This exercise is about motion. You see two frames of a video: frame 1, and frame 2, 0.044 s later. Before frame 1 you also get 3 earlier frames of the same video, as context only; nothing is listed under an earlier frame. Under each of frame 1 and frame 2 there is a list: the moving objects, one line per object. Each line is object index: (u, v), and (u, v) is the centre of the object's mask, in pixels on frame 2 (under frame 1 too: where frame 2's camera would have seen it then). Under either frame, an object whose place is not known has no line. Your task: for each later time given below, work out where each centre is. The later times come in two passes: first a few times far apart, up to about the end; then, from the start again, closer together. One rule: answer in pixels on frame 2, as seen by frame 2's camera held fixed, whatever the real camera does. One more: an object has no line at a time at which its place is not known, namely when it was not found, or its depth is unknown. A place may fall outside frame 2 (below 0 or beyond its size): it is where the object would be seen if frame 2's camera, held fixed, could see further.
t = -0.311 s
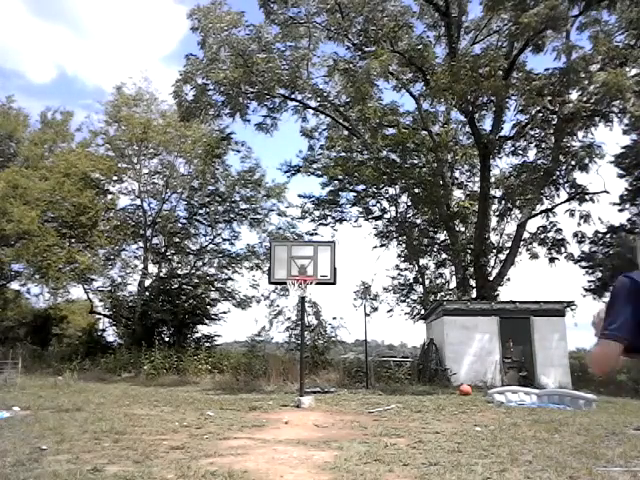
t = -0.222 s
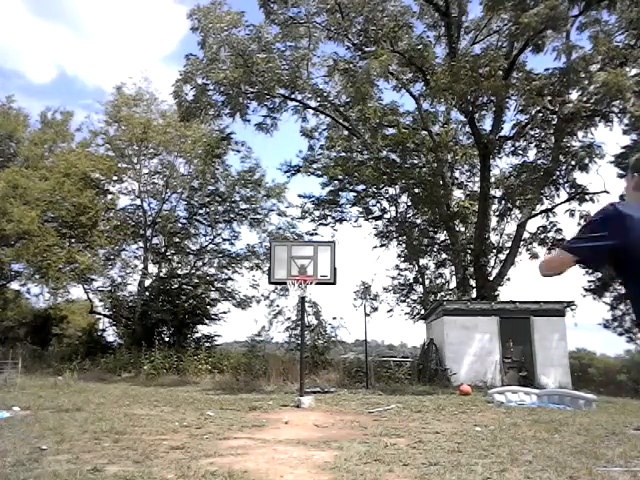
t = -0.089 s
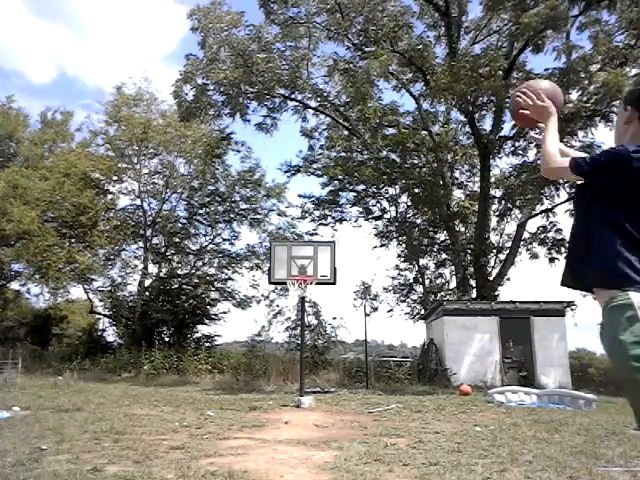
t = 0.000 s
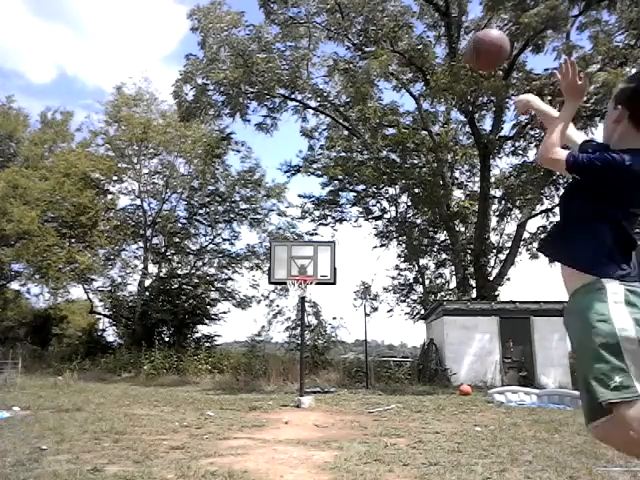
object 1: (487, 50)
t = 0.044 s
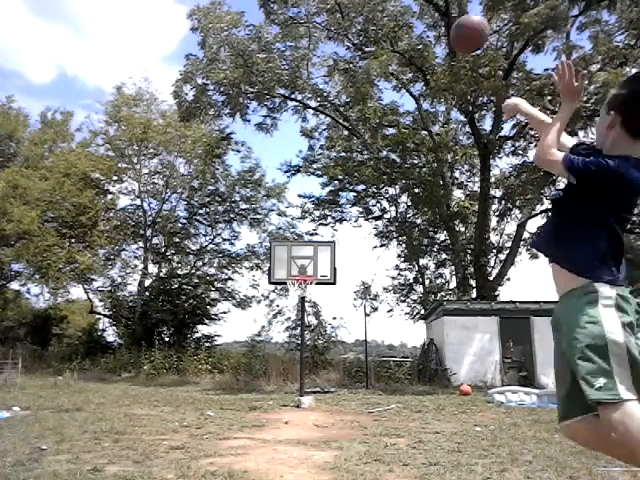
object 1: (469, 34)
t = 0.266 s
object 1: (410, 12)
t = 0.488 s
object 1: (379, 37)
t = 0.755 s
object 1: (354, 100)
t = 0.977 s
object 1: (337, 172)
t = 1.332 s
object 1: (322, 305)
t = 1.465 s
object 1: (323, 355)
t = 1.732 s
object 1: (335, 352)
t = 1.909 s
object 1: (349, 305)
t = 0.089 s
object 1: (454, 23)
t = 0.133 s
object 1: (442, 16)
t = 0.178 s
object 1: (429, 13)
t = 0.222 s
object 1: (420, 12)
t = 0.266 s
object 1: (410, 12)
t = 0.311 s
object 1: (403, 12)
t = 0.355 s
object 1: (395, 17)
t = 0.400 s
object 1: (389, 22)
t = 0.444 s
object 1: (383, 28)
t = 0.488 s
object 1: (379, 37)
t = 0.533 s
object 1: (373, 45)
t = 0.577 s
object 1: (369, 54)
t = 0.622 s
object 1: (365, 64)
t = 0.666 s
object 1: (360, 75)
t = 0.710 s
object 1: (358, 88)
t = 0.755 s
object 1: (354, 100)
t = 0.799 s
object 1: (350, 112)
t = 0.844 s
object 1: (347, 126)
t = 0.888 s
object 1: (344, 142)
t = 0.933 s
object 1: (341, 156)
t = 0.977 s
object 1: (337, 172)
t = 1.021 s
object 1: (334, 190)
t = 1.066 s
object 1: (331, 203)
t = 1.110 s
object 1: (329, 222)
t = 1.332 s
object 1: (322, 305)
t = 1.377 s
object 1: (322, 320)
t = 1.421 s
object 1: (323, 336)
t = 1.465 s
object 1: (323, 355)
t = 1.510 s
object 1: (323, 373)
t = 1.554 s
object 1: (323, 395)
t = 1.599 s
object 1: (325, 401)
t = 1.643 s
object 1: (328, 385)
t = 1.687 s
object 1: (332, 368)
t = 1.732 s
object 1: (335, 352)
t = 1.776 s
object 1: (339, 341)
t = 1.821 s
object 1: (342, 327)
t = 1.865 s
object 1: (345, 316)
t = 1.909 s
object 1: (349, 305)
